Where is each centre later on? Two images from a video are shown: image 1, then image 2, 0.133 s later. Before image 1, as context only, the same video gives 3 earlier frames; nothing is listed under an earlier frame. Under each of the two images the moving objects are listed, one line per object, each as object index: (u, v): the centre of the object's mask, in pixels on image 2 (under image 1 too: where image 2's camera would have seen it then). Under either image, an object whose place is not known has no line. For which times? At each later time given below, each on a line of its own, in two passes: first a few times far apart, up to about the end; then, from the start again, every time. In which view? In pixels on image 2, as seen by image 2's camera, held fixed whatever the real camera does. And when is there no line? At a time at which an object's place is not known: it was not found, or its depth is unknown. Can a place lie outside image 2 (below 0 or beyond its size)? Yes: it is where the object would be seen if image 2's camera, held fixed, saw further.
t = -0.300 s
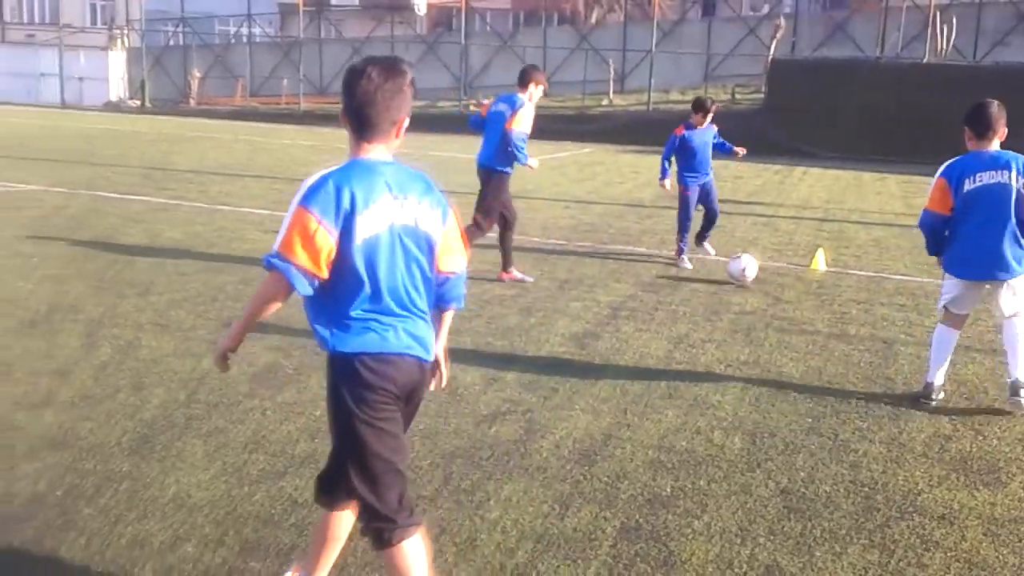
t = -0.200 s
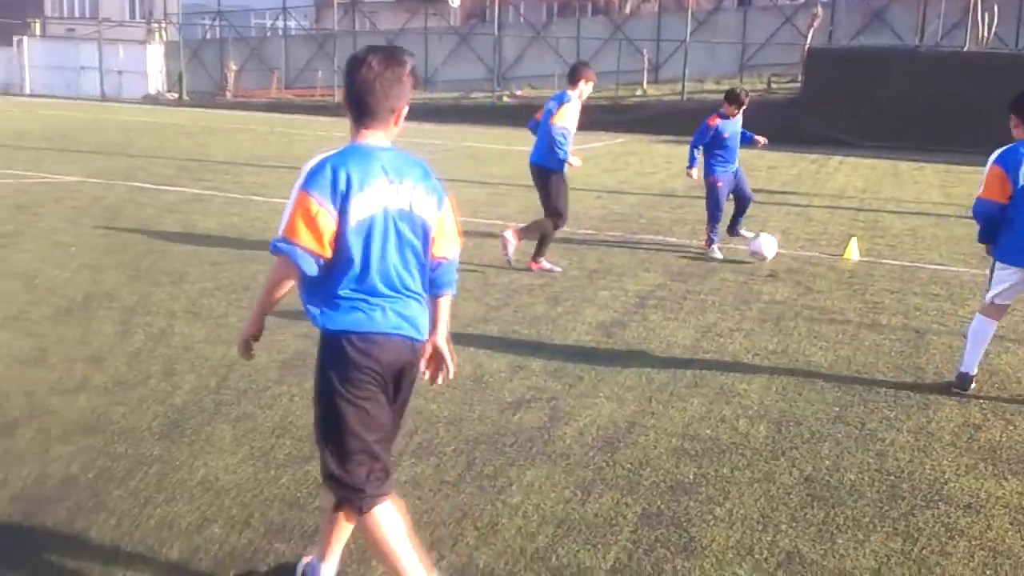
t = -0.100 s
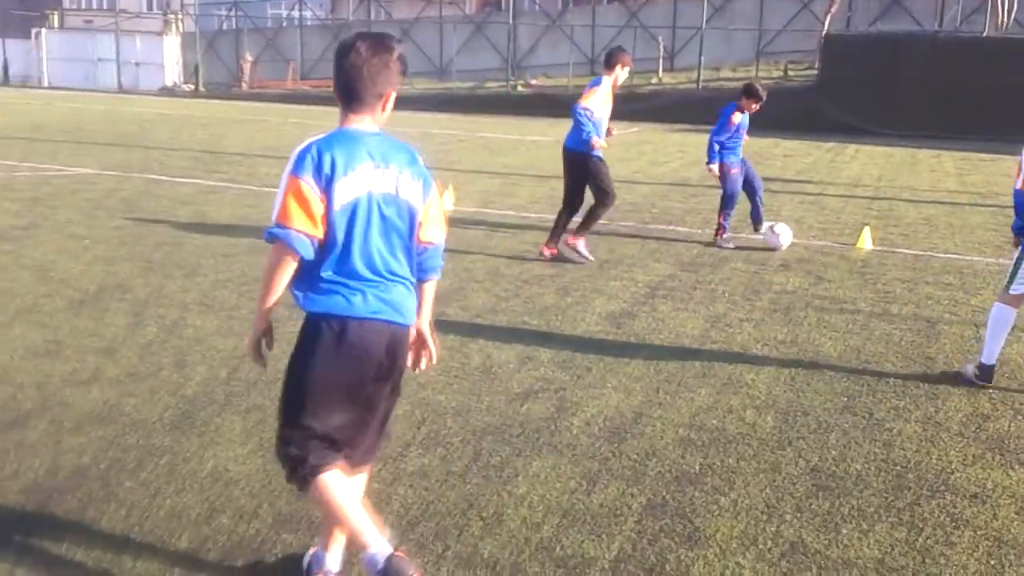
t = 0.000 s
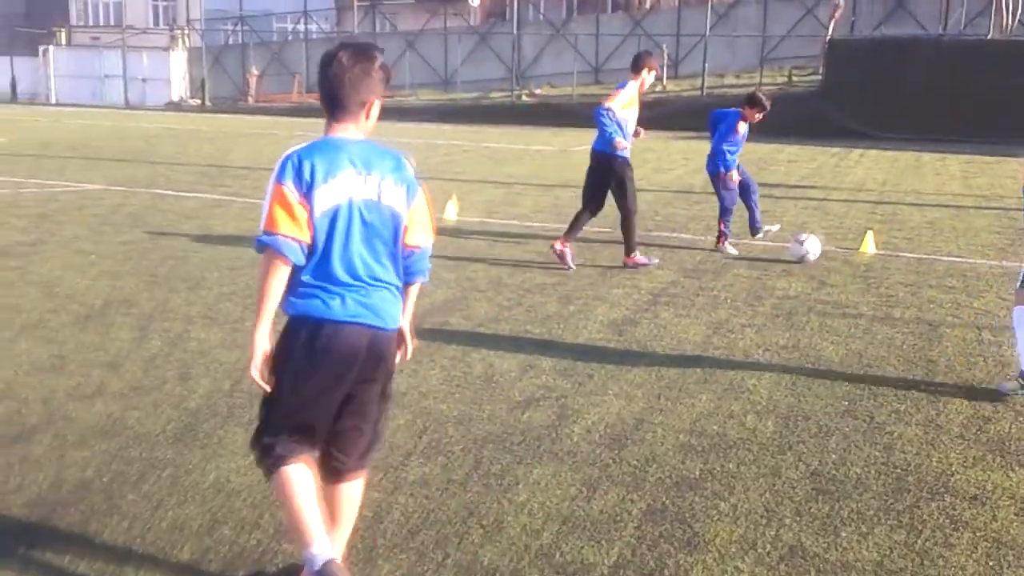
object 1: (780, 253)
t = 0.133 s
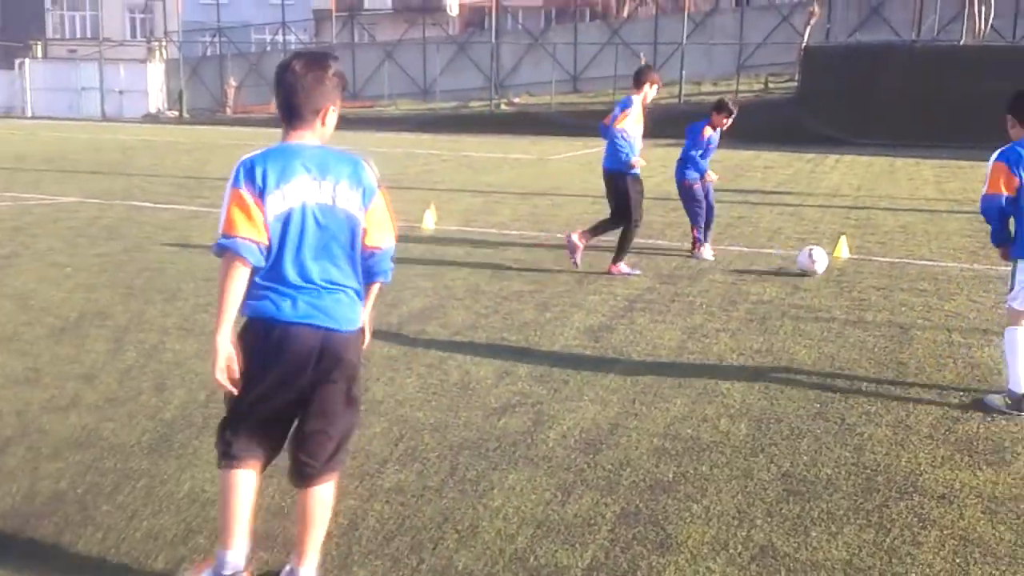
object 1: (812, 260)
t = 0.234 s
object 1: (836, 267)
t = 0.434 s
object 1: (889, 280)
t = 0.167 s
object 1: (821, 263)
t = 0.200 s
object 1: (828, 265)
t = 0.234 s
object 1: (836, 267)
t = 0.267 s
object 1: (845, 269)
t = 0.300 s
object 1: (853, 271)
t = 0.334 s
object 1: (862, 273)
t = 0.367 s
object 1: (871, 275)
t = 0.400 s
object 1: (880, 277)
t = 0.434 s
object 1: (889, 280)
